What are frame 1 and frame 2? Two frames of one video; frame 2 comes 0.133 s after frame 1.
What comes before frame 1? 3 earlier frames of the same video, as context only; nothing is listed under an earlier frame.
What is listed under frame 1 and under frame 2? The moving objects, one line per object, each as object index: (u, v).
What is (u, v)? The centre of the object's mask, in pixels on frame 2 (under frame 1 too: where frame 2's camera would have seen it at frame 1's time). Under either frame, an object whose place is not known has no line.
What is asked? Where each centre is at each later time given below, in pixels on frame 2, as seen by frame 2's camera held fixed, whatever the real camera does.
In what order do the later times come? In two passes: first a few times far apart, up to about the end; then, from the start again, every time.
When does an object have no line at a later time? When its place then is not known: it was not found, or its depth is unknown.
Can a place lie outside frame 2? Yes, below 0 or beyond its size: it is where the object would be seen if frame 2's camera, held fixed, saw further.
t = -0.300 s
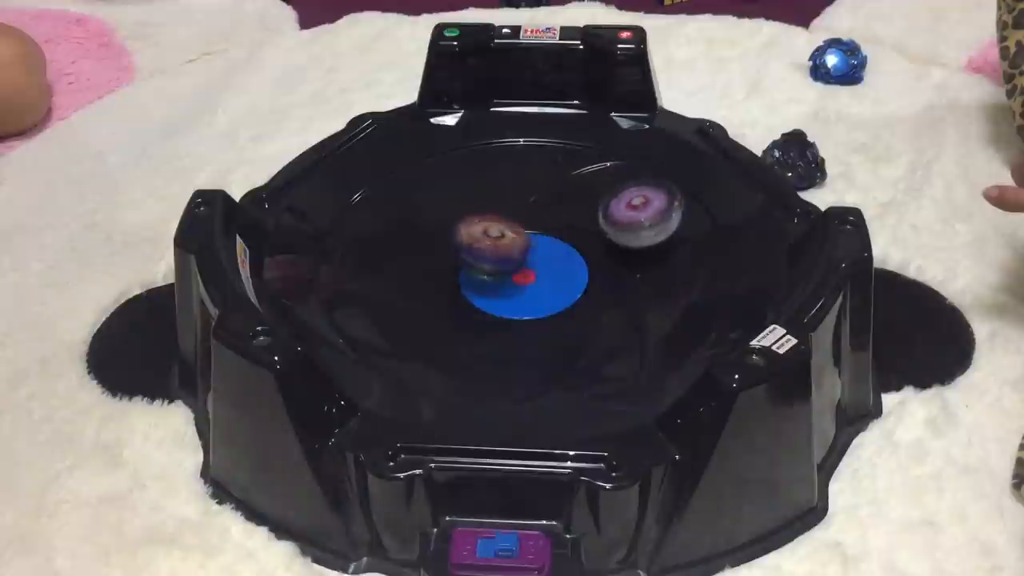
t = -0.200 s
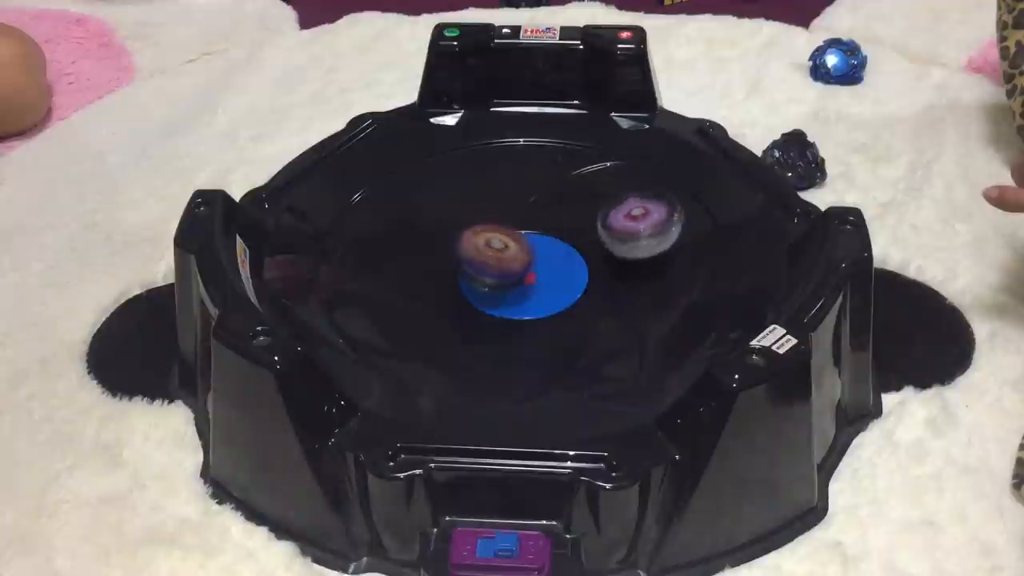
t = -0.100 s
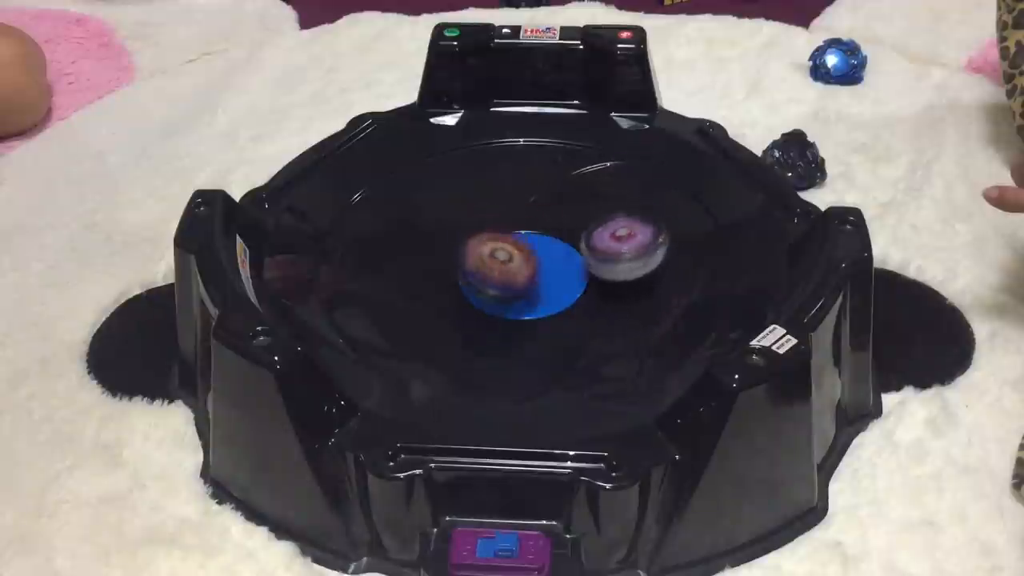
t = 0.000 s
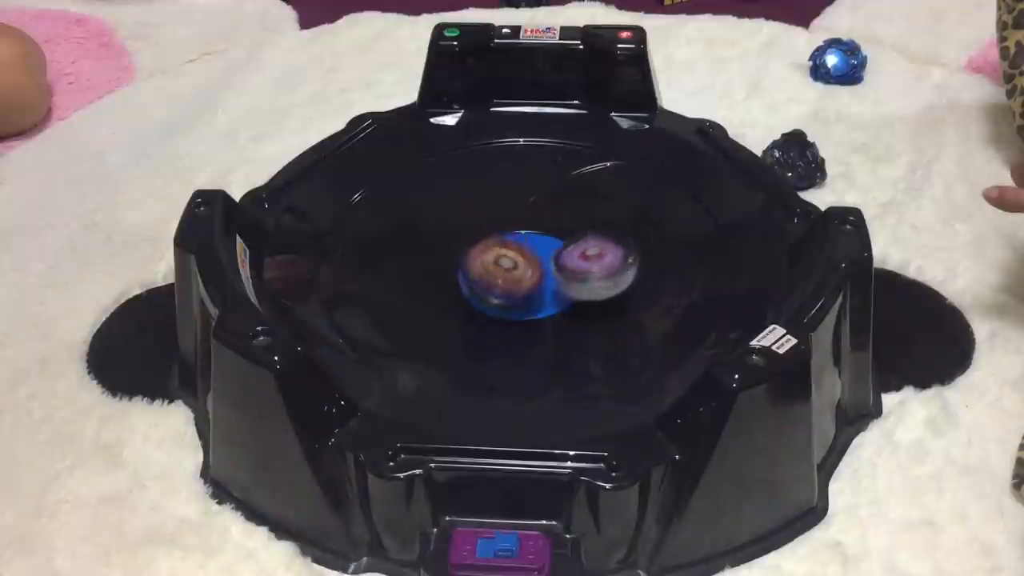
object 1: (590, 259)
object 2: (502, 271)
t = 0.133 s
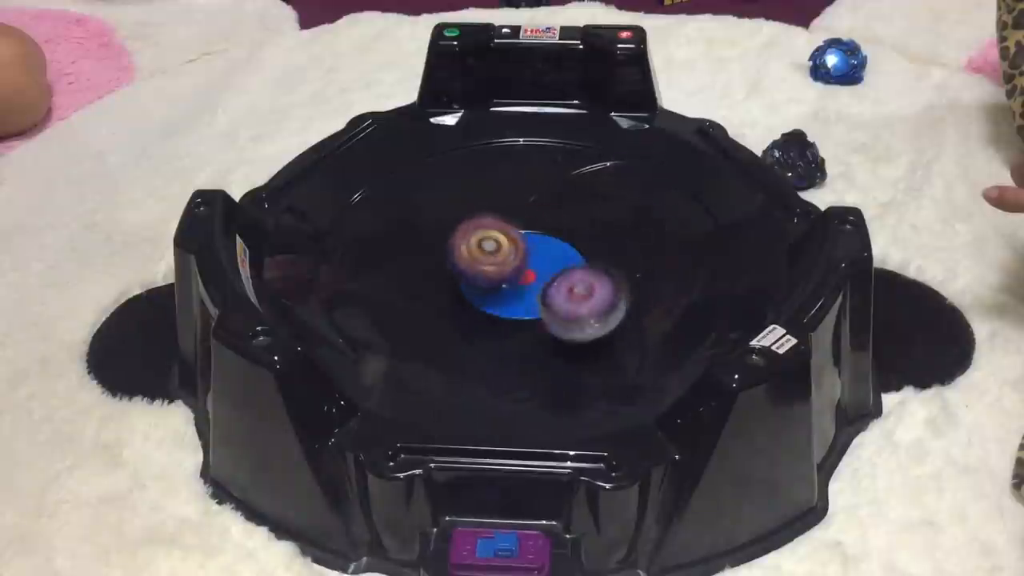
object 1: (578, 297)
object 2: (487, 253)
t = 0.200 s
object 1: (562, 305)
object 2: (488, 242)
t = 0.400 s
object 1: (553, 319)
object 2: (498, 228)
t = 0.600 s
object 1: (554, 327)
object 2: (510, 228)
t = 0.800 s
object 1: (539, 327)
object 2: (518, 239)
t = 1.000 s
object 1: (481, 305)
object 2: (540, 254)
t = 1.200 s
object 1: (378, 303)
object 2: (594, 234)
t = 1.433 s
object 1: (378, 296)
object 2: (591, 245)
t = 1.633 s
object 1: (397, 272)
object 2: (587, 266)
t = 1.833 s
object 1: (438, 247)
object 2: (557, 274)
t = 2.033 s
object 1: (483, 227)
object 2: (545, 274)
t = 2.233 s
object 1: (536, 210)
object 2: (541, 292)
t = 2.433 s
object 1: (573, 222)
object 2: (544, 287)
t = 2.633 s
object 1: (625, 240)
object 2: (478, 285)
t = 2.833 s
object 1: (612, 265)
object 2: (449, 281)
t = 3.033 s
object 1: (565, 277)
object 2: (420, 276)
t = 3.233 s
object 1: (515, 266)
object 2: (401, 272)
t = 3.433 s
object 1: (487, 236)
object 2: (402, 268)
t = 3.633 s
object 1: (493, 211)
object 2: (408, 261)
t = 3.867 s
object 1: (534, 191)
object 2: (473, 267)
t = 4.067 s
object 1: (567, 199)
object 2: (514, 266)
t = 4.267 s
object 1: (606, 225)
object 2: (508, 264)
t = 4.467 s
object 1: (672, 264)
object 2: (392, 272)
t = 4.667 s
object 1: (621, 299)
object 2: (369, 278)
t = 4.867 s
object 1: (524, 316)
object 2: (414, 259)
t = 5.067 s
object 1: (436, 283)
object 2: (440, 226)
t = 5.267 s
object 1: (382, 288)
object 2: (539, 154)
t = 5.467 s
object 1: (422, 261)
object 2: (615, 146)
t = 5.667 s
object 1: (508, 246)
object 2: (651, 205)
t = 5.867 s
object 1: (581, 254)
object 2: (672, 272)
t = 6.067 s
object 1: (585, 231)
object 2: (628, 346)
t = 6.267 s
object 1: (583, 224)
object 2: (498, 352)
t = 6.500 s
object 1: (570, 224)
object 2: (440, 330)
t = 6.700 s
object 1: (582, 219)
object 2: (438, 288)
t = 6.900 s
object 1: (581, 215)
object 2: (475, 238)
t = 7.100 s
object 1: (587, 229)
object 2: (510, 201)
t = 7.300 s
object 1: (573, 241)
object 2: (536, 188)
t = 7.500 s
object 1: (537, 242)
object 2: (552, 190)
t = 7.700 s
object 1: (523, 238)
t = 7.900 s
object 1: (525, 238)
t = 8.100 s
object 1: (522, 238)
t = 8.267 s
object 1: (521, 239)
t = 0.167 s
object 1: (569, 304)
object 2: (487, 247)
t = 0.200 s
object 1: (562, 305)
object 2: (488, 242)
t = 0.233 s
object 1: (558, 305)
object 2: (489, 238)
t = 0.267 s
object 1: (558, 305)
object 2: (490, 233)
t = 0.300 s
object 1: (561, 307)
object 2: (491, 232)
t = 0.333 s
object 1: (558, 312)
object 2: (493, 230)
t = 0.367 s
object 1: (556, 314)
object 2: (496, 229)
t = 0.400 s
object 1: (553, 319)
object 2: (498, 228)
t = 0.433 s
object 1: (553, 322)
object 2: (500, 226)
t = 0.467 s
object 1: (553, 323)
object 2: (502, 226)
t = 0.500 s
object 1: (552, 326)
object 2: (504, 226)
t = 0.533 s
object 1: (552, 326)
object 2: (507, 226)
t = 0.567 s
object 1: (553, 327)
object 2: (509, 227)
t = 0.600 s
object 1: (554, 327)
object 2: (510, 228)
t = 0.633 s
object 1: (552, 329)
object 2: (512, 230)
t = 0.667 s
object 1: (551, 329)
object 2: (513, 231)
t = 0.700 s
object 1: (549, 328)
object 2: (514, 232)
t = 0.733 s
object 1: (547, 328)
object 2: (516, 235)
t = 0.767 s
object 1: (544, 328)
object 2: (517, 237)
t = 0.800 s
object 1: (539, 327)
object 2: (518, 239)
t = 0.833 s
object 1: (533, 325)
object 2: (520, 241)
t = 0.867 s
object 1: (527, 323)
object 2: (521, 244)
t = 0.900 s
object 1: (520, 320)
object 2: (524, 247)
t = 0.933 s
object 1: (515, 316)
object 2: (526, 250)
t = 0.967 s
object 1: (510, 310)
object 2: (528, 255)
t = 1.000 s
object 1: (481, 305)
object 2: (540, 254)
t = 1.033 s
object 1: (453, 305)
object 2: (556, 246)
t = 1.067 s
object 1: (426, 314)
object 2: (573, 244)
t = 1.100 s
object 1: (407, 311)
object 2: (582, 238)
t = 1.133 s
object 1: (392, 307)
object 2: (589, 235)
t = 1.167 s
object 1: (383, 304)
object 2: (592, 234)
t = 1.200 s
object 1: (378, 303)
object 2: (594, 234)
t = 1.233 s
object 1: (375, 304)
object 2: (596, 235)
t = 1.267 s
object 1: (374, 303)
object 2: (597, 236)
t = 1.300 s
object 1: (374, 303)
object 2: (597, 237)
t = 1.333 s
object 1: (374, 302)
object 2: (596, 238)
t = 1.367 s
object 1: (375, 300)
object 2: (596, 240)
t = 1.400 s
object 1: (377, 298)
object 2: (593, 243)
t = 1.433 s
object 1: (378, 296)
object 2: (591, 245)
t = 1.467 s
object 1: (382, 293)
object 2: (589, 249)
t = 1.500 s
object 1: (386, 291)
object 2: (591, 252)
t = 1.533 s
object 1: (389, 286)
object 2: (592, 256)
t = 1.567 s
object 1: (391, 282)
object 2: (591, 259)
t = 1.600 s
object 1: (393, 277)
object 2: (590, 262)
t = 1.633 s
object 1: (397, 272)
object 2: (587, 266)
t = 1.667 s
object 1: (403, 268)
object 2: (585, 267)
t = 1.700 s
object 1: (410, 262)
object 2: (579, 270)
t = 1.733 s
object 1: (416, 256)
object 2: (575, 271)
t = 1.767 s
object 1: (422, 251)
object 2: (568, 273)
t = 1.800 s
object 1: (428, 247)
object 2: (563, 274)
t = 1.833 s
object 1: (438, 247)
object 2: (557, 274)
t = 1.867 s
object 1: (446, 244)
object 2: (550, 274)
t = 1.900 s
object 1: (455, 241)
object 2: (546, 273)
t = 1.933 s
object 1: (462, 237)
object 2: (544, 273)
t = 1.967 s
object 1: (468, 233)
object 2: (545, 274)
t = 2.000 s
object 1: (475, 229)
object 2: (545, 275)
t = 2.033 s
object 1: (483, 227)
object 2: (545, 274)
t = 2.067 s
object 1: (491, 225)
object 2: (544, 275)
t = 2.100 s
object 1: (500, 222)
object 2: (543, 274)
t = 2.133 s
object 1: (508, 218)
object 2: (542, 277)
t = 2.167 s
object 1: (519, 214)
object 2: (540, 286)
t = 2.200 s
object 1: (528, 211)
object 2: (540, 290)
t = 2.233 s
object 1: (536, 210)
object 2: (541, 292)
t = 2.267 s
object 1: (539, 211)
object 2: (543, 295)
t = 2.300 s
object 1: (546, 214)
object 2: (544, 295)
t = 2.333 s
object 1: (554, 216)
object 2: (544, 294)
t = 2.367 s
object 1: (561, 218)
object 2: (545, 292)
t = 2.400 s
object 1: (567, 221)
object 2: (545, 290)
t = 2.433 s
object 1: (573, 222)
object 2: (544, 287)
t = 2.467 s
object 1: (577, 226)
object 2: (542, 284)
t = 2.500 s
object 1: (591, 227)
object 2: (531, 285)
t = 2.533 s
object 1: (606, 228)
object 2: (515, 289)
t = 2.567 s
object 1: (617, 231)
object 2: (501, 289)
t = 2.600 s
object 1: (622, 235)
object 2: (487, 287)
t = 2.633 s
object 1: (625, 240)
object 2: (478, 285)
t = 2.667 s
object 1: (626, 245)
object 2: (472, 284)
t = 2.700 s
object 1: (625, 249)
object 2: (468, 282)
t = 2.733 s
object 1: (623, 252)
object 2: (465, 281)
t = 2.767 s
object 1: (621, 255)
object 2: (461, 282)
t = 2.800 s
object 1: (616, 261)
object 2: (456, 281)
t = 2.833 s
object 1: (612, 265)
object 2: (449, 281)
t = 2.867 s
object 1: (606, 266)
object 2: (442, 279)
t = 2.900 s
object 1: (599, 269)
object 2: (436, 279)
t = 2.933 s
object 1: (591, 273)
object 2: (429, 278)
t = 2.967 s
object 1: (582, 275)
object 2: (424, 277)
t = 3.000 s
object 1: (574, 276)
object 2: (421, 277)
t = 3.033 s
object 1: (565, 277)
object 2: (420, 276)
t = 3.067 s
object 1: (554, 274)
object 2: (418, 273)
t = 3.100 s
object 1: (548, 273)
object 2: (416, 271)
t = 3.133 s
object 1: (538, 273)
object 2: (413, 270)
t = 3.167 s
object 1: (530, 271)
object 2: (407, 272)
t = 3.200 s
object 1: (523, 266)
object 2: (404, 273)
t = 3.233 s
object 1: (515, 266)
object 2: (401, 272)
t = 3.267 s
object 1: (511, 261)
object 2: (401, 271)
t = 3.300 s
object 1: (503, 258)
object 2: (400, 270)
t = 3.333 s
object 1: (498, 252)
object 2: (402, 270)
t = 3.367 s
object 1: (496, 246)
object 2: (401, 269)
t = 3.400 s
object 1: (493, 240)
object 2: (402, 268)
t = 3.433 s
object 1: (487, 236)
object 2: (402, 268)
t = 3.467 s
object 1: (485, 231)
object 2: (402, 268)
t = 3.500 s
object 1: (484, 225)
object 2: (402, 267)
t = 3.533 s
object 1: (485, 220)
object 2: (403, 267)
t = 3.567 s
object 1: (486, 219)
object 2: (405, 265)
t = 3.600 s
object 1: (490, 215)
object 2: (406, 264)
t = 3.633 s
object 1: (493, 211)
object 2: (408, 261)
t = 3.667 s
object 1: (497, 206)
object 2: (413, 259)
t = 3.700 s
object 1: (502, 202)
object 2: (420, 258)
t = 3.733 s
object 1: (507, 199)
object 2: (430, 257)
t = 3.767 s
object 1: (514, 196)
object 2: (440, 259)
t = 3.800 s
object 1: (520, 194)
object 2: (451, 262)
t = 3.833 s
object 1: (528, 192)
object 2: (462, 264)
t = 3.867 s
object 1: (534, 191)
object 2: (473, 267)
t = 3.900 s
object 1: (542, 191)
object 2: (483, 268)
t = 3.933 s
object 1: (546, 191)
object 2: (490, 269)
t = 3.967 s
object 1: (552, 192)
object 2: (497, 269)
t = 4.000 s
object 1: (558, 193)
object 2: (503, 268)
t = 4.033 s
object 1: (562, 195)
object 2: (510, 267)
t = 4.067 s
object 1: (567, 199)
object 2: (514, 266)
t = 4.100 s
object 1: (572, 202)
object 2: (518, 265)
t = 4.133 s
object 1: (576, 206)
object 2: (522, 264)
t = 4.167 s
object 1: (579, 209)
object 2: (525, 264)
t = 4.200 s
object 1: (580, 211)
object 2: (527, 263)
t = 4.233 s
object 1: (583, 216)
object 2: (528, 262)
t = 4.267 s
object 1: (606, 225)
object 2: (508, 264)
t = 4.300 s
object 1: (622, 228)
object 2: (481, 267)
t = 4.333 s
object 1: (644, 229)
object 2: (459, 267)
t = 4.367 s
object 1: (658, 237)
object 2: (438, 267)
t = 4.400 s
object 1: (666, 245)
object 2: (422, 269)
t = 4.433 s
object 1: (672, 256)
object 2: (409, 270)
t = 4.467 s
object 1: (672, 264)
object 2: (392, 272)
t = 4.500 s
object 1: (668, 266)
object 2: (381, 275)
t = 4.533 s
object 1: (662, 272)
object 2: (371, 276)
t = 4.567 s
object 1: (655, 278)
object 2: (364, 277)
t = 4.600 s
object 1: (646, 285)
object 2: (362, 277)
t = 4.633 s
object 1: (633, 293)
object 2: (363, 277)
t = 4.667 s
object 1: (621, 299)
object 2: (369, 278)
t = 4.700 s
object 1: (606, 303)
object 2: (377, 277)
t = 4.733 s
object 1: (595, 306)
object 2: (386, 276)
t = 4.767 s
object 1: (579, 311)
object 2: (395, 273)
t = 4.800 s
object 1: (561, 313)
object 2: (403, 271)
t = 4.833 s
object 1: (545, 314)
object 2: (410, 266)
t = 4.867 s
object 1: (524, 316)
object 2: (414, 259)
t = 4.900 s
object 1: (506, 313)
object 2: (416, 253)
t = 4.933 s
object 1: (489, 309)
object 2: (420, 246)
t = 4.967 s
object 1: (475, 304)
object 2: (424, 242)
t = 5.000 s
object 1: (460, 297)
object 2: (428, 237)
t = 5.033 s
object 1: (449, 290)
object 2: (434, 232)
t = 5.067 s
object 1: (436, 283)
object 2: (440, 226)
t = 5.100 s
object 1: (418, 288)
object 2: (458, 211)
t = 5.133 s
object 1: (399, 292)
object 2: (472, 195)
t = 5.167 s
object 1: (387, 291)
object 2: (489, 179)
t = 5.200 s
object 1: (377, 289)
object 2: (504, 170)
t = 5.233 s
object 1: (379, 287)
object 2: (521, 160)
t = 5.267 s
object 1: (382, 288)
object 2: (539, 154)
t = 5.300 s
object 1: (386, 286)
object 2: (555, 149)
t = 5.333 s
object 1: (389, 281)
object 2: (567, 145)
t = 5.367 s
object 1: (396, 274)
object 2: (580, 143)
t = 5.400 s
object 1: (402, 270)
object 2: (594, 142)
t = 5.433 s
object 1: (413, 263)
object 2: (605, 141)
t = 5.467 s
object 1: (422, 261)
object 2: (615, 146)
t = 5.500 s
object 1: (433, 257)
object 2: (623, 154)
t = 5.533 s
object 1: (447, 253)
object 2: (628, 162)
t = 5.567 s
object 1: (462, 252)
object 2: (635, 172)
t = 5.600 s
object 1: (476, 249)
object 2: (641, 181)
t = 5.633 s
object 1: (492, 247)
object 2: (647, 192)
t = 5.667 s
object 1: (508, 246)
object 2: (651, 205)
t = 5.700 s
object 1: (522, 245)
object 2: (658, 214)
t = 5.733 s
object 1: (536, 247)
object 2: (663, 226)
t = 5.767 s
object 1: (549, 248)
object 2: (666, 238)
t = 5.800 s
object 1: (561, 250)
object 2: (670, 247)
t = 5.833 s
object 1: (570, 251)
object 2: (672, 262)
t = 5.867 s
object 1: (581, 254)
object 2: (672, 272)
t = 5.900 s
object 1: (589, 254)
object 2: (670, 284)
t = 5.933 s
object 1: (593, 255)
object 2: (674, 301)
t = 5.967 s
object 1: (592, 245)
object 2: (675, 315)
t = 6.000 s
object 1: (590, 239)
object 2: (668, 328)
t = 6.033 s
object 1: (587, 235)
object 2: (649, 338)
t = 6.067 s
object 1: (585, 231)
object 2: (628, 346)
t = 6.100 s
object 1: (584, 225)
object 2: (605, 350)
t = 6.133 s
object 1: (587, 226)
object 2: (582, 353)
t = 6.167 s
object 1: (585, 227)
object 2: (557, 354)
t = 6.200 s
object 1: (584, 225)
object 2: (535, 355)
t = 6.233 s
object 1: (581, 225)
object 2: (516, 353)
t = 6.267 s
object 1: (583, 224)
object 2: (498, 352)
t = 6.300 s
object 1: (581, 224)
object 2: (483, 353)
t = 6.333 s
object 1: (580, 223)
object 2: (471, 350)
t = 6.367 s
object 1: (580, 225)
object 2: (464, 350)
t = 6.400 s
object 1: (581, 227)
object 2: (457, 346)
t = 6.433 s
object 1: (577, 224)
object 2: (453, 341)
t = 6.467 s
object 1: (573, 224)
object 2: (444, 335)
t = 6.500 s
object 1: (570, 224)
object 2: (440, 330)
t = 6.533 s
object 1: (572, 218)
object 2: (435, 324)
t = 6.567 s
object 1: (576, 215)
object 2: (433, 318)
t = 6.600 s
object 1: (573, 217)
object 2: (434, 312)
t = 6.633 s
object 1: (582, 216)
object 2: (434, 304)
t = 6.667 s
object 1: (587, 215)
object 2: (435, 298)
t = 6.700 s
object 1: (582, 219)
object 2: (438, 288)
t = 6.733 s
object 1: (580, 221)
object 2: (443, 279)
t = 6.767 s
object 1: (577, 222)
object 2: (448, 269)
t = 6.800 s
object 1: (574, 218)
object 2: (454, 261)
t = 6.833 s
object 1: (572, 216)
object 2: (461, 251)
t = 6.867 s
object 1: (580, 215)
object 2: (467, 246)
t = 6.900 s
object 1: (581, 215)
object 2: (475, 238)
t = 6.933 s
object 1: (579, 219)
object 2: (485, 230)
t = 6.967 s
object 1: (578, 223)
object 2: (494, 226)
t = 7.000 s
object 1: (577, 222)
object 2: (499, 219)
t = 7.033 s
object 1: (580, 227)
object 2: (502, 211)
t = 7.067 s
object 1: (586, 228)
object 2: (509, 205)
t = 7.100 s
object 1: (587, 229)
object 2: (510, 201)
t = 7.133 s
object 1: (585, 232)
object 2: (514, 197)
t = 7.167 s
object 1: (588, 232)
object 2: (521, 192)
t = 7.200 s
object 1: (582, 234)
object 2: (525, 188)
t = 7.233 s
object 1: (583, 237)
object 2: (529, 186)
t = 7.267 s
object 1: (580, 241)
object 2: (532, 188)
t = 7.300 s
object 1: (573, 241)
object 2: (536, 188)
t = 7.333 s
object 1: (570, 245)
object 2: (539, 189)
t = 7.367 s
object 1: (567, 241)
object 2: (542, 189)
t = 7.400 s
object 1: (557, 243)
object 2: (542, 189)
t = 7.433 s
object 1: (555, 240)
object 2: (548, 189)
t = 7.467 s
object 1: (543, 239)
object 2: (550, 190)
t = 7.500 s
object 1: (537, 242)
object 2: (552, 190)
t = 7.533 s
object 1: (527, 240)
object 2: (551, 190)
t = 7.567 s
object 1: (516, 235)
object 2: (549, 194)
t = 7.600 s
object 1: (522, 237)
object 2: (550, 196)
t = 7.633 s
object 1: (514, 233)
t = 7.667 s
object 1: (520, 236)
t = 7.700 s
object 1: (523, 238)
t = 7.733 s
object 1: (519, 236)
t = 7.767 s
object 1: (521, 237)
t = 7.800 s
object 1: (524, 233)
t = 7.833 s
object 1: (521, 236)
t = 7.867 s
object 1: (525, 238)
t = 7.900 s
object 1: (525, 238)
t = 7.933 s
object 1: (521, 238)
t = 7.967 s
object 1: (519, 238)
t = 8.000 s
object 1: (521, 238)
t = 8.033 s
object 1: (524, 238)
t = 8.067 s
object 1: (523, 234)
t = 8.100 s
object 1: (522, 238)
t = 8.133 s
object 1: (519, 238)
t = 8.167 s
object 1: (519, 238)
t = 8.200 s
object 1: (521, 237)
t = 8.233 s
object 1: (522, 239)
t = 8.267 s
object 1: (521, 239)
